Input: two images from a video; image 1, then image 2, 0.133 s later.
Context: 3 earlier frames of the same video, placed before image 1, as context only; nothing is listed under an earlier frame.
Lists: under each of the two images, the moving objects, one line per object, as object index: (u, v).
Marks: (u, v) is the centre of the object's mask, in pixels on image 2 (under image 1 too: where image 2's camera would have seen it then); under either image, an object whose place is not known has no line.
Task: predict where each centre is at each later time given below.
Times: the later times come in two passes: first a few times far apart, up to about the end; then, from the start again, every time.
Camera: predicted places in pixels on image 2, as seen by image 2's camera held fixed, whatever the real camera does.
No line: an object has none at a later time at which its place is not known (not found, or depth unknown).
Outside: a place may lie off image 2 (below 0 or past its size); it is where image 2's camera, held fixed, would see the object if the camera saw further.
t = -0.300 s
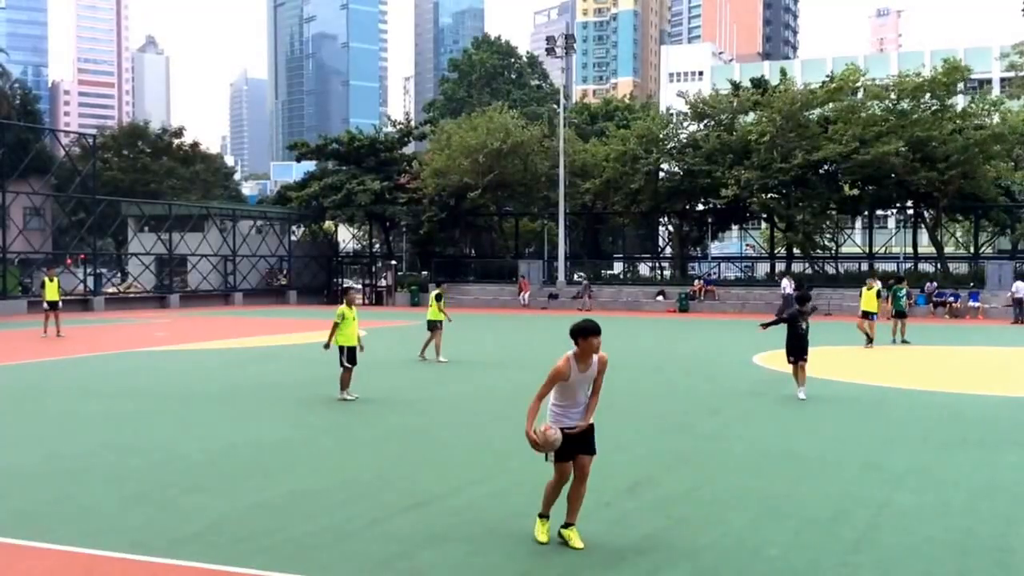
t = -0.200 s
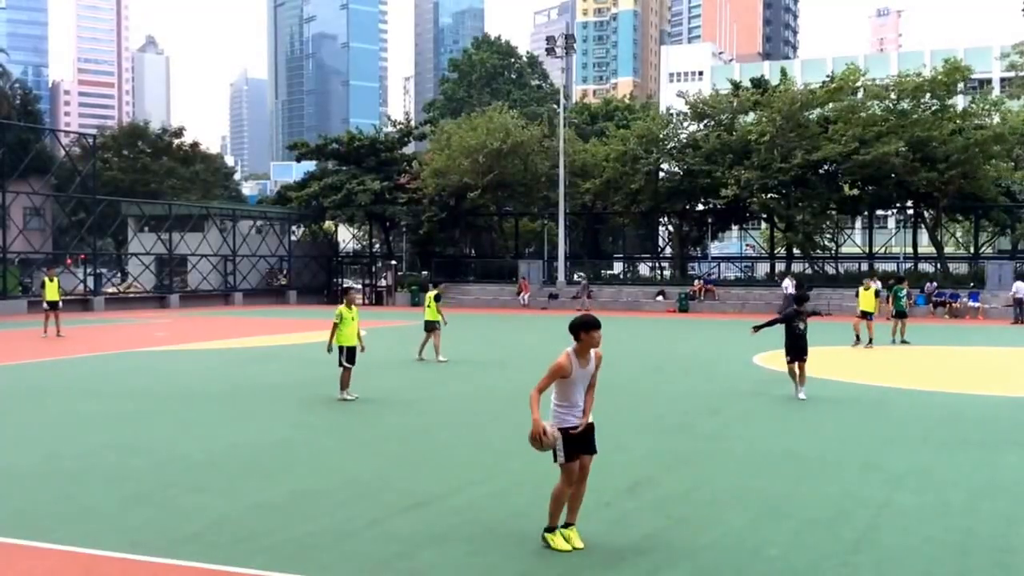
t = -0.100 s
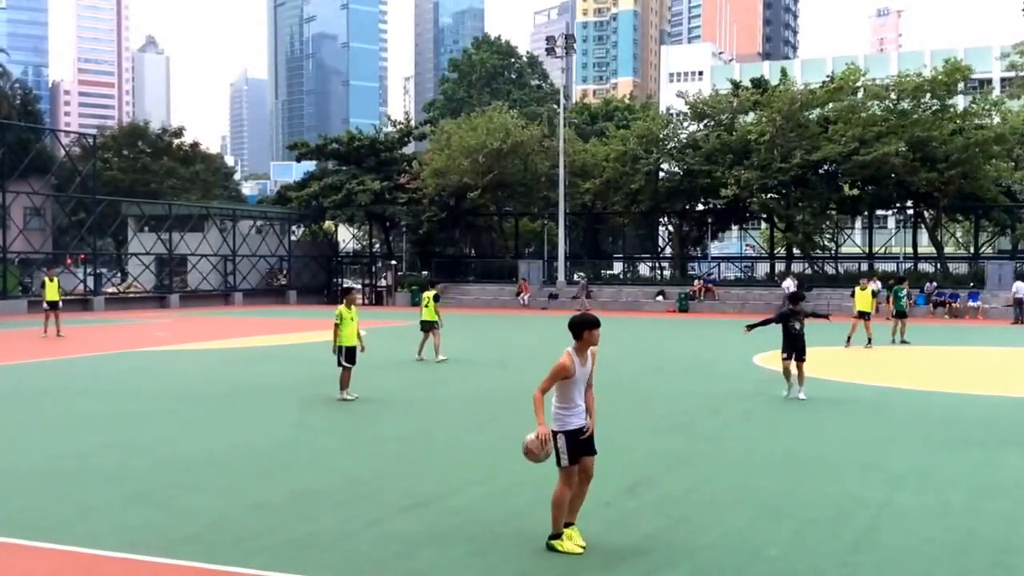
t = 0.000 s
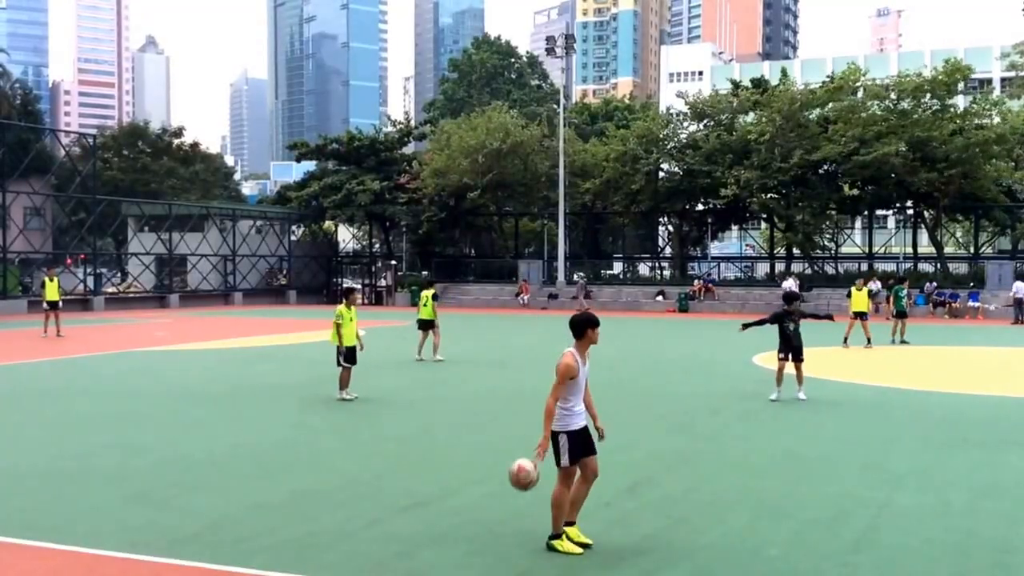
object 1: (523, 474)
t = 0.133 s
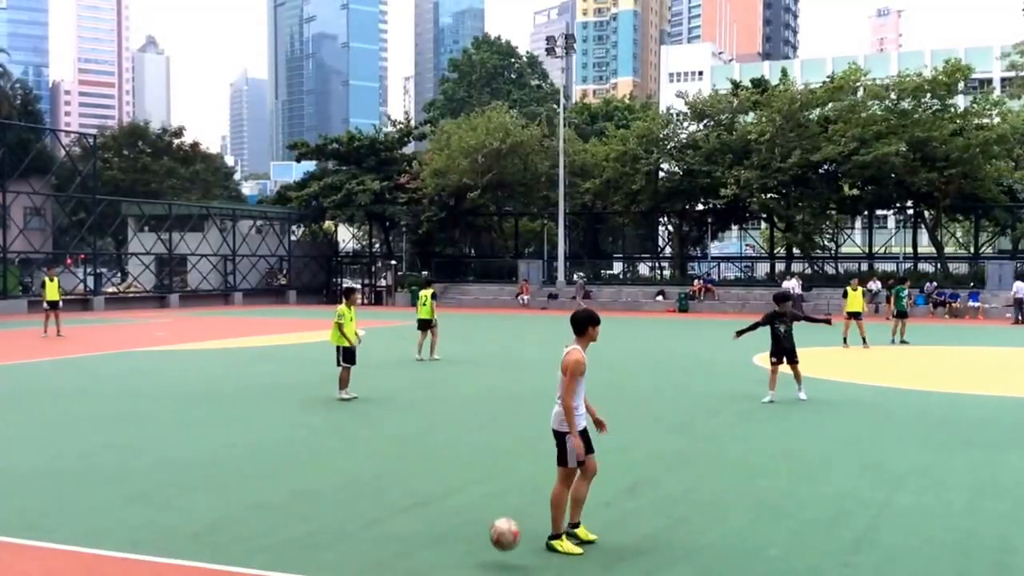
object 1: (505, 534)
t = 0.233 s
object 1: (494, 525)
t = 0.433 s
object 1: (476, 477)
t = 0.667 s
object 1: (455, 491)
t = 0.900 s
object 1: (434, 530)
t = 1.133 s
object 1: (413, 496)
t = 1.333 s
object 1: (394, 529)
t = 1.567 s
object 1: (373, 516)
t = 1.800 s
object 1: (352, 531)
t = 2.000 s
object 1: (335, 529)
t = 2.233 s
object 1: (315, 541)
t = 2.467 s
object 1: (296, 534)
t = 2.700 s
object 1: (274, 546)
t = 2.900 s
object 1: (255, 555)
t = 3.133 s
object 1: (232, 556)
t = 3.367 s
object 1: (210, 560)
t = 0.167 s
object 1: (500, 553)
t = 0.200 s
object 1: (497, 538)
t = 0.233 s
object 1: (494, 525)
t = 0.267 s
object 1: (491, 513)
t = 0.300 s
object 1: (488, 503)
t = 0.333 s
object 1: (485, 494)
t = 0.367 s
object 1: (482, 487)
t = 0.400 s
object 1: (479, 481)
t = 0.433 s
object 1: (476, 477)
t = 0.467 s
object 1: (473, 474)
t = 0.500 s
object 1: (470, 473)
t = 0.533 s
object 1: (467, 474)
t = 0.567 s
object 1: (464, 476)
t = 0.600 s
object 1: (461, 480)
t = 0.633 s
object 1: (458, 484)
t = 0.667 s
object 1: (455, 491)
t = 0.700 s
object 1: (452, 500)
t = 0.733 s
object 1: (449, 510)
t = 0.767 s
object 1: (446, 521)
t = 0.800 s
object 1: (443, 534)
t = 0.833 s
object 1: (439, 550)
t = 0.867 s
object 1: (437, 540)
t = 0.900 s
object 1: (434, 530)
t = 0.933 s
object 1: (431, 520)
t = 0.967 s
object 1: (428, 512)
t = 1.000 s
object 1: (425, 506)
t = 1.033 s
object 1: (422, 501)
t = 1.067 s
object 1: (419, 498)
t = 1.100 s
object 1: (416, 496)
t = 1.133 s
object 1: (413, 496)
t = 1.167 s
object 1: (410, 497)
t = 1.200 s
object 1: (406, 500)
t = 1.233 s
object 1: (403, 505)
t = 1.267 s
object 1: (400, 511)
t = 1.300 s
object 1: (397, 519)
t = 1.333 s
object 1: (394, 529)
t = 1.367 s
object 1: (391, 539)
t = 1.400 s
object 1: (387, 552)
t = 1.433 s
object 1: (384, 543)
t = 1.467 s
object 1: (381, 534)
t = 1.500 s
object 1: (379, 526)
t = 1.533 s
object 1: (376, 520)
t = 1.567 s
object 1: (373, 516)
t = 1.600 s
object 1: (370, 514)
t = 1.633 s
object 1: (367, 513)
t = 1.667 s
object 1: (364, 513)
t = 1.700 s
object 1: (361, 515)
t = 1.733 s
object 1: (358, 518)
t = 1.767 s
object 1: (355, 524)
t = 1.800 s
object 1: (352, 531)
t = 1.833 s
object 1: (349, 539)
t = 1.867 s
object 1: (345, 549)
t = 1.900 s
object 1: (342, 548)
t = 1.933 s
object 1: (340, 540)
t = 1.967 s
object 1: (337, 534)
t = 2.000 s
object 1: (335, 529)
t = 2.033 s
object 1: (332, 526)
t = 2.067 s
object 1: (329, 524)
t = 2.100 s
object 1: (326, 525)
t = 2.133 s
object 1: (323, 526)
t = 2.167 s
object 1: (321, 529)
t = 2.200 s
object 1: (318, 534)
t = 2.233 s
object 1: (315, 541)
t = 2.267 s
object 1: (312, 549)
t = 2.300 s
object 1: (309, 552)
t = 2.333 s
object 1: (307, 545)
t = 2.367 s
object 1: (304, 539)
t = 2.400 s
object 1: (301, 536)
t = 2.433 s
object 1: (298, 535)
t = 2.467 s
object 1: (296, 534)
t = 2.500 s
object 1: (293, 535)
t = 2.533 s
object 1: (290, 538)
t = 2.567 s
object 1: (287, 543)
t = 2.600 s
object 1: (284, 549)
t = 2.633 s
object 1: (281, 556)
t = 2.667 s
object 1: (278, 550)
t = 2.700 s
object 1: (274, 546)
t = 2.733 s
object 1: (271, 543)
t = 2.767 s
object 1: (268, 542)
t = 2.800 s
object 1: (265, 543)
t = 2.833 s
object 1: (262, 545)
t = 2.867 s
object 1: (258, 549)
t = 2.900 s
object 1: (255, 555)
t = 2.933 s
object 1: (252, 556)
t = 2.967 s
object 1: (249, 551)
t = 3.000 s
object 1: (245, 549)
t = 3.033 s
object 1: (241, 548)
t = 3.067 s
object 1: (238, 549)
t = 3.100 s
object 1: (235, 551)
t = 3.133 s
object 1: (232, 556)
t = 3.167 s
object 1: (228, 558)
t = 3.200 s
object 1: (225, 554)
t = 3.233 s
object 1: (222, 552)
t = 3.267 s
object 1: (219, 552)
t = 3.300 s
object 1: (216, 553)
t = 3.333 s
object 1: (212, 557)
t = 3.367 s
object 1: (210, 560)
